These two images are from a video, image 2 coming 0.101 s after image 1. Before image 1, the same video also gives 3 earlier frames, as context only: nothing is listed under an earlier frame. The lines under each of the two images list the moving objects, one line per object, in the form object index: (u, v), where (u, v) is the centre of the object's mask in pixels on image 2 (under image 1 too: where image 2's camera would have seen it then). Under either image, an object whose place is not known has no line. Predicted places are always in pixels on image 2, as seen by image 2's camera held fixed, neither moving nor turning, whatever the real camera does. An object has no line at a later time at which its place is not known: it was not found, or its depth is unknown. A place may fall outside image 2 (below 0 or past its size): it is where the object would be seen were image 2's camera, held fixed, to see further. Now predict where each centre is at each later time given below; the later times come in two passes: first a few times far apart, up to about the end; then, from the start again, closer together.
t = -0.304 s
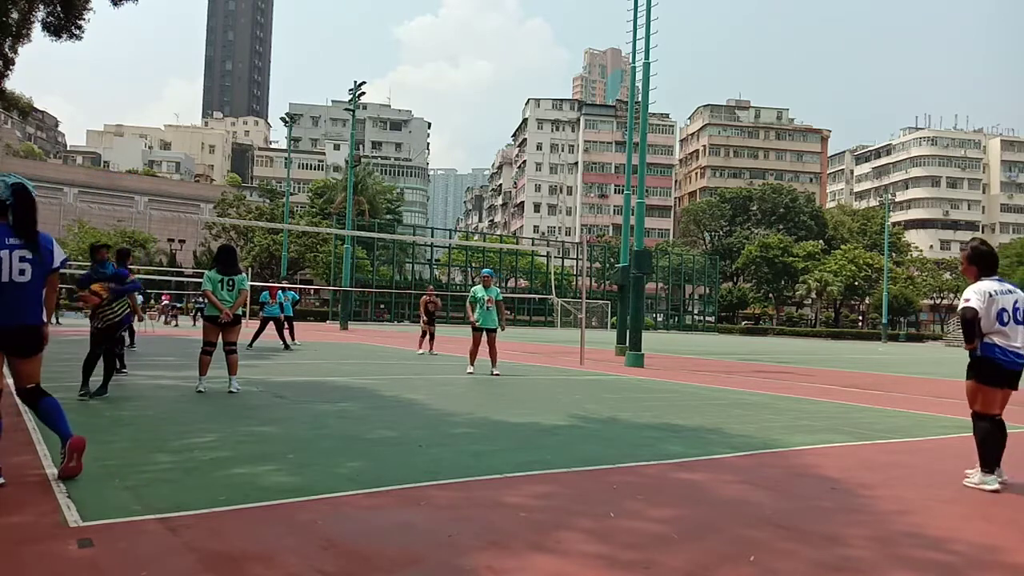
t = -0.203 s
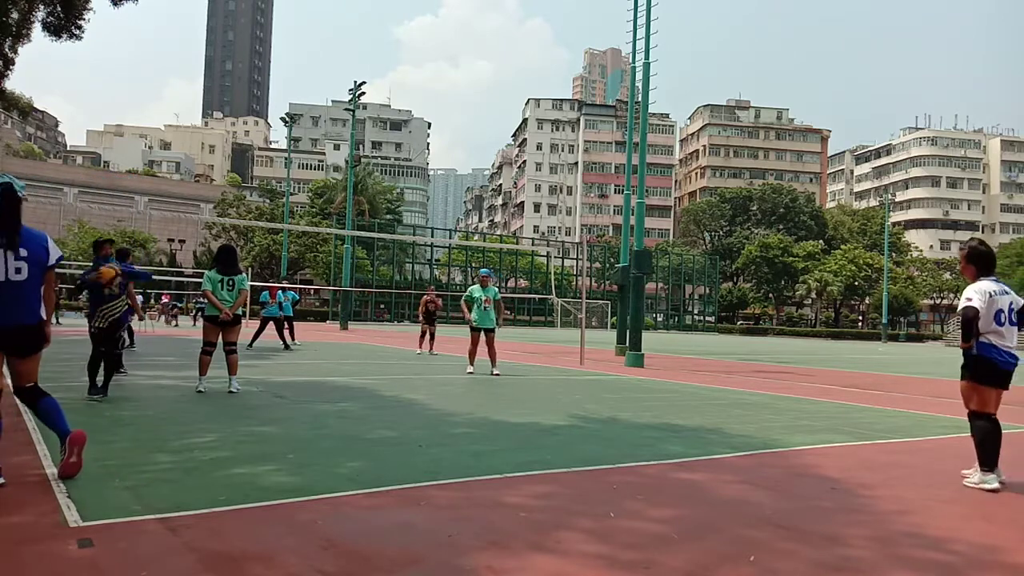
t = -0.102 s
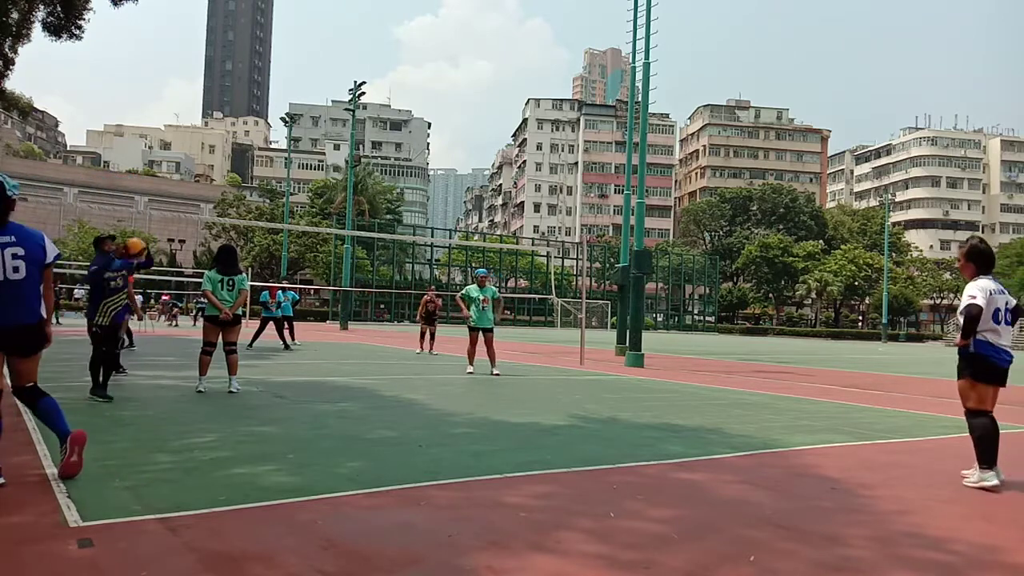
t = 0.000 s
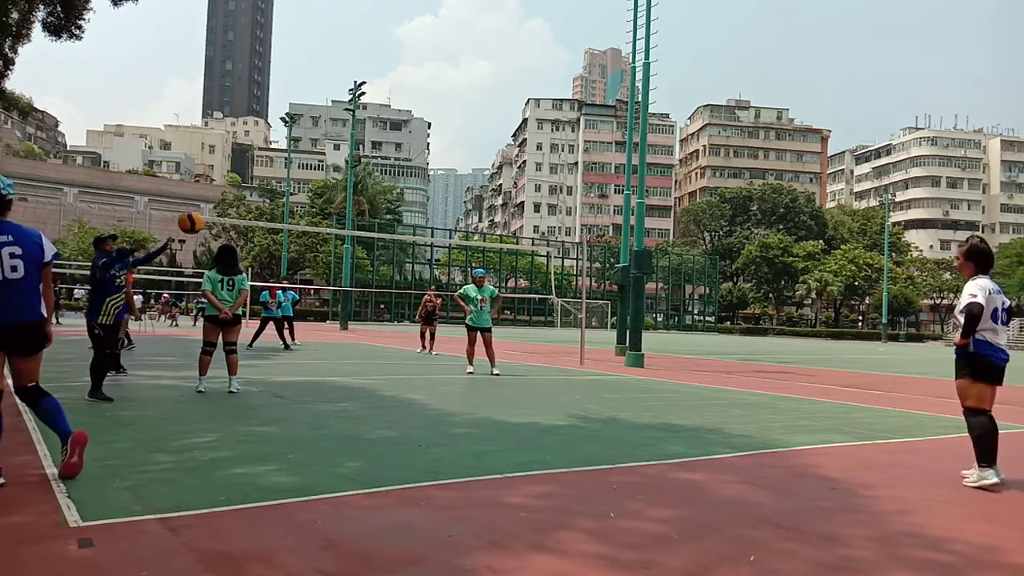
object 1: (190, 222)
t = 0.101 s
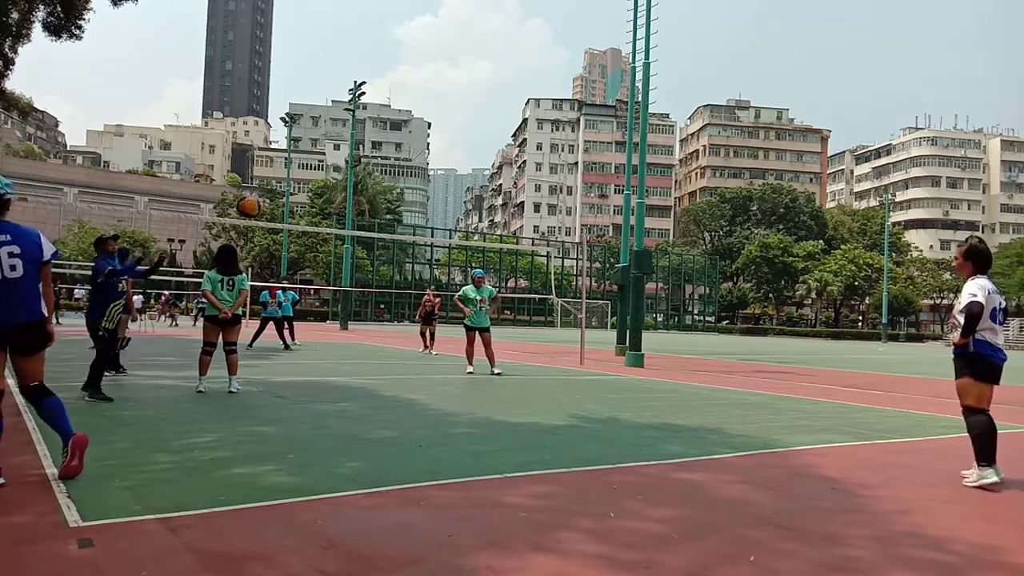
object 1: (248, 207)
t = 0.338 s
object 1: (392, 213)
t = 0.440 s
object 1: (457, 238)
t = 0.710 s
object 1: (637, 368)
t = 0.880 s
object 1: (739, 395)
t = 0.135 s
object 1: (269, 203)
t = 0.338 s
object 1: (392, 213)
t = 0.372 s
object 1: (413, 221)
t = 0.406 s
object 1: (435, 229)
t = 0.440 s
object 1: (457, 238)
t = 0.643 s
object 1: (591, 325)
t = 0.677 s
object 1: (614, 346)
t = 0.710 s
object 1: (637, 368)
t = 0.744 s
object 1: (661, 395)
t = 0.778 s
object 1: (687, 422)
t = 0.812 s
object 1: (708, 434)
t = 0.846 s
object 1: (723, 413)
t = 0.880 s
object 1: (739, 395)
